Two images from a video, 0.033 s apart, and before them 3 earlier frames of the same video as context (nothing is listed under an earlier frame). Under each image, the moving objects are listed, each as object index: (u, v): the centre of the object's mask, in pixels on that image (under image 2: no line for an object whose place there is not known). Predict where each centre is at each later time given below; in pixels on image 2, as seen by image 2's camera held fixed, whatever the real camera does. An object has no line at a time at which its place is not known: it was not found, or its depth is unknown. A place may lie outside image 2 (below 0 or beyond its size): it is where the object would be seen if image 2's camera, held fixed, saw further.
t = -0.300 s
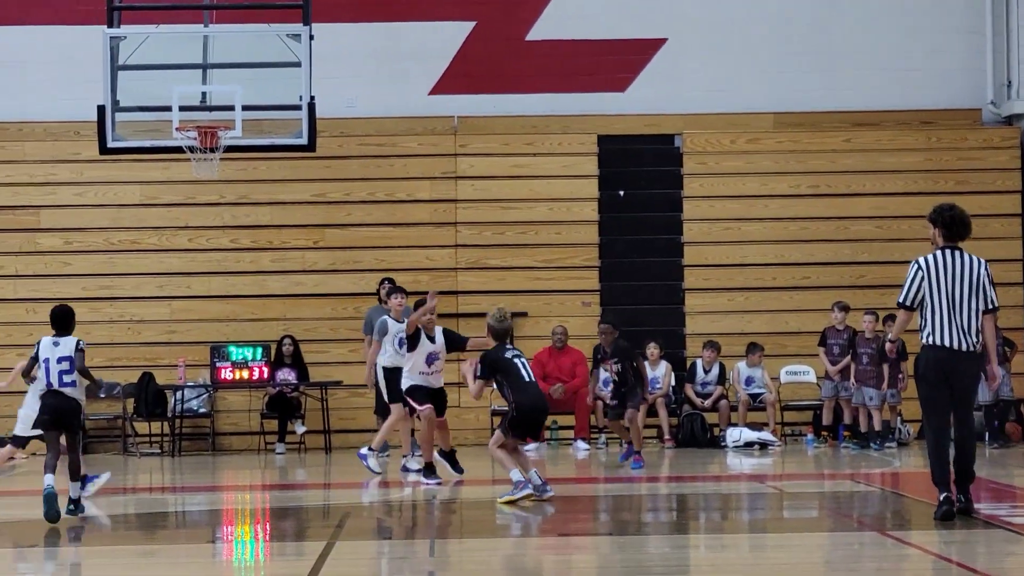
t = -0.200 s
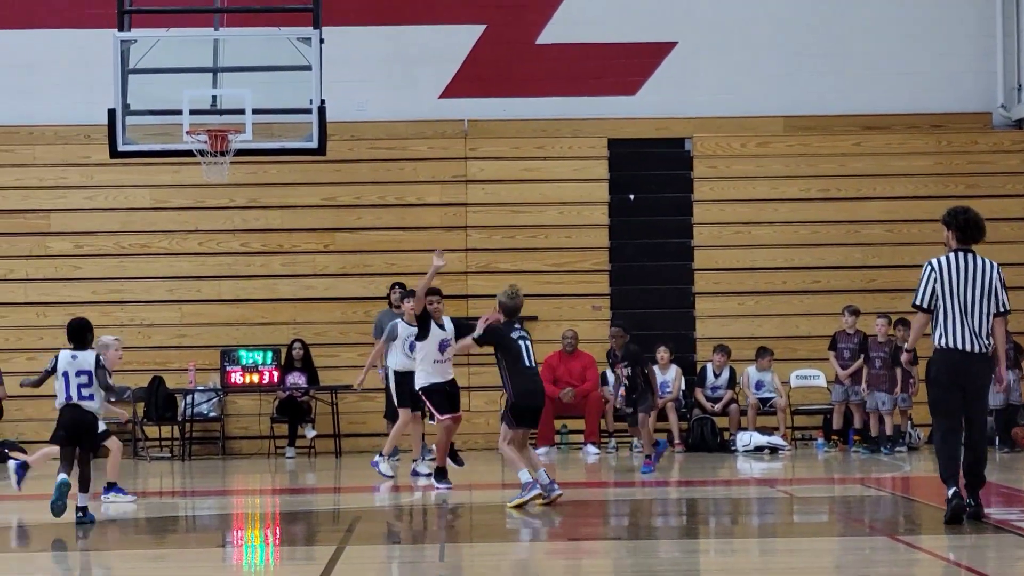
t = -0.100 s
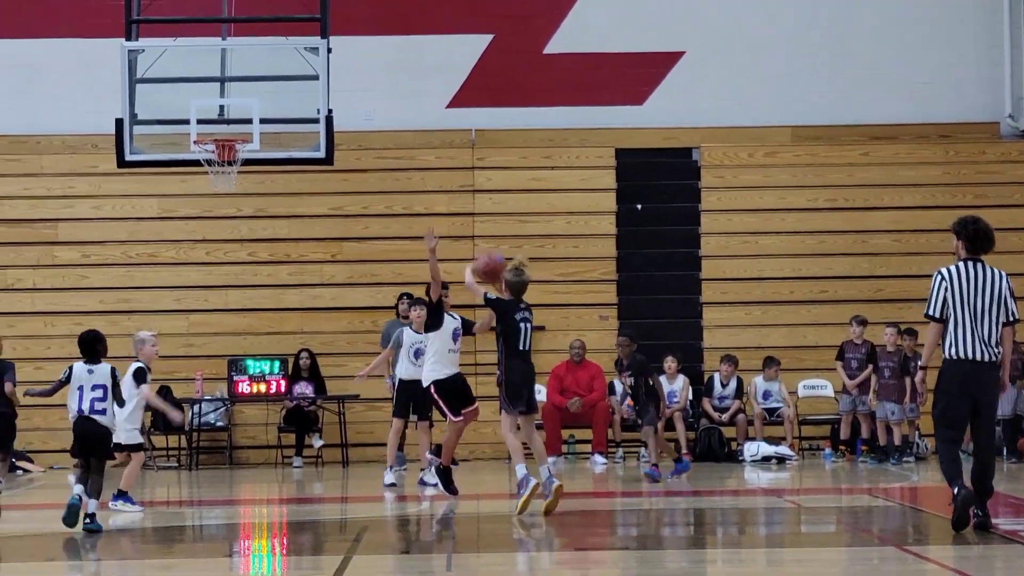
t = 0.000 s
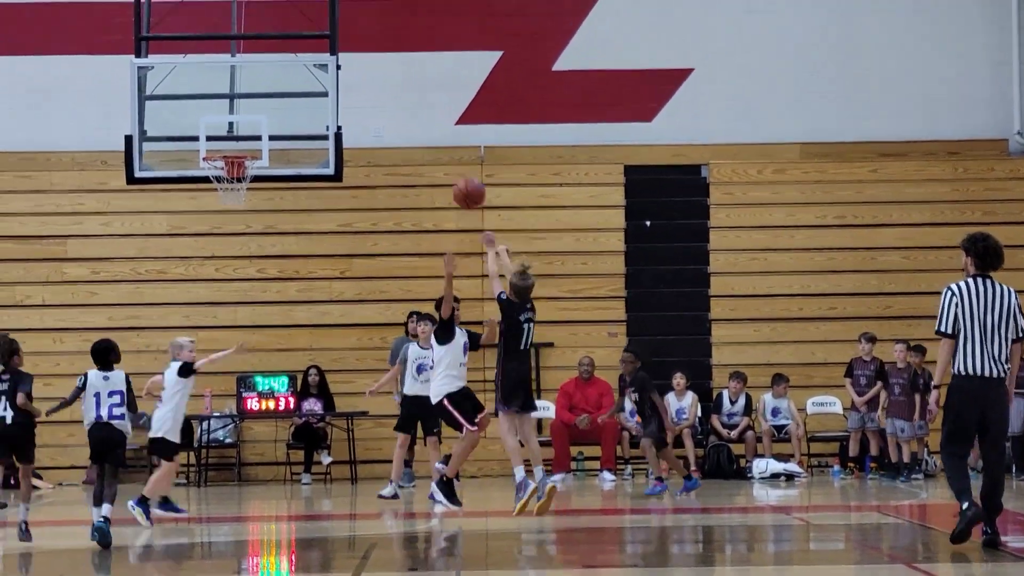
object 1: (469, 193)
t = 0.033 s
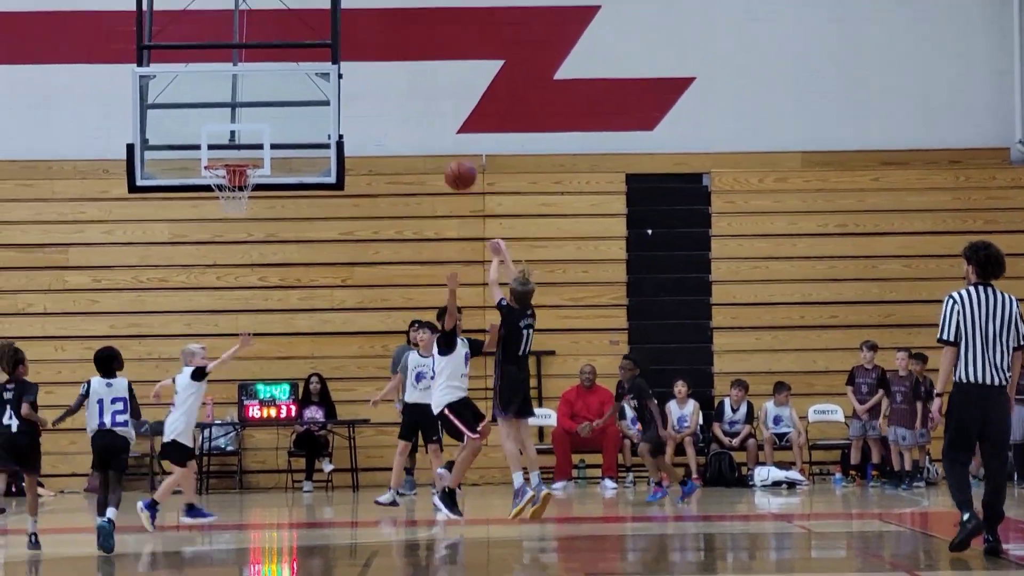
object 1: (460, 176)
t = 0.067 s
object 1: (451, 151)
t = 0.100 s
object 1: (442, 128)
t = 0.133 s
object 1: (433, 107)
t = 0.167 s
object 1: (425, 87)
